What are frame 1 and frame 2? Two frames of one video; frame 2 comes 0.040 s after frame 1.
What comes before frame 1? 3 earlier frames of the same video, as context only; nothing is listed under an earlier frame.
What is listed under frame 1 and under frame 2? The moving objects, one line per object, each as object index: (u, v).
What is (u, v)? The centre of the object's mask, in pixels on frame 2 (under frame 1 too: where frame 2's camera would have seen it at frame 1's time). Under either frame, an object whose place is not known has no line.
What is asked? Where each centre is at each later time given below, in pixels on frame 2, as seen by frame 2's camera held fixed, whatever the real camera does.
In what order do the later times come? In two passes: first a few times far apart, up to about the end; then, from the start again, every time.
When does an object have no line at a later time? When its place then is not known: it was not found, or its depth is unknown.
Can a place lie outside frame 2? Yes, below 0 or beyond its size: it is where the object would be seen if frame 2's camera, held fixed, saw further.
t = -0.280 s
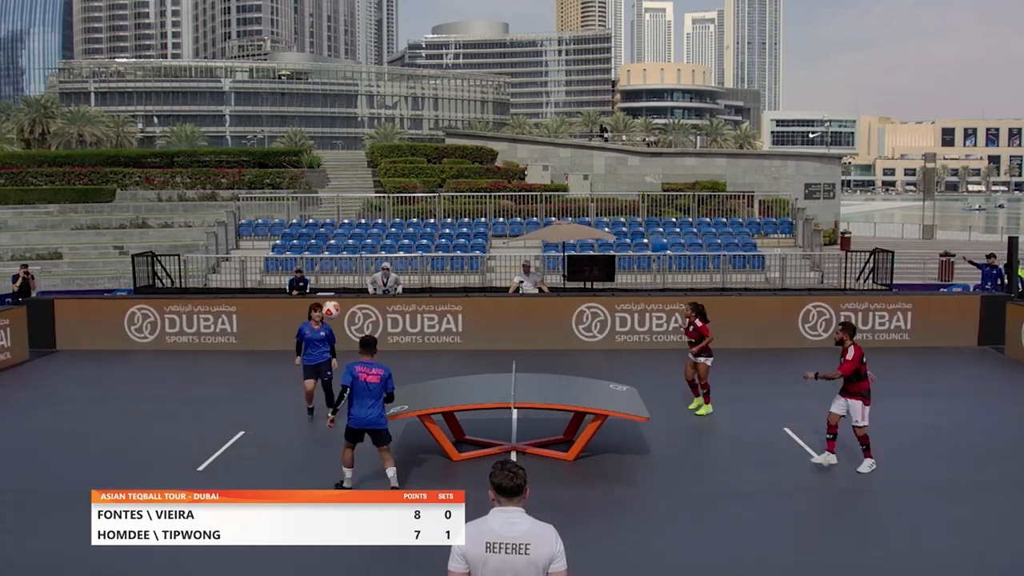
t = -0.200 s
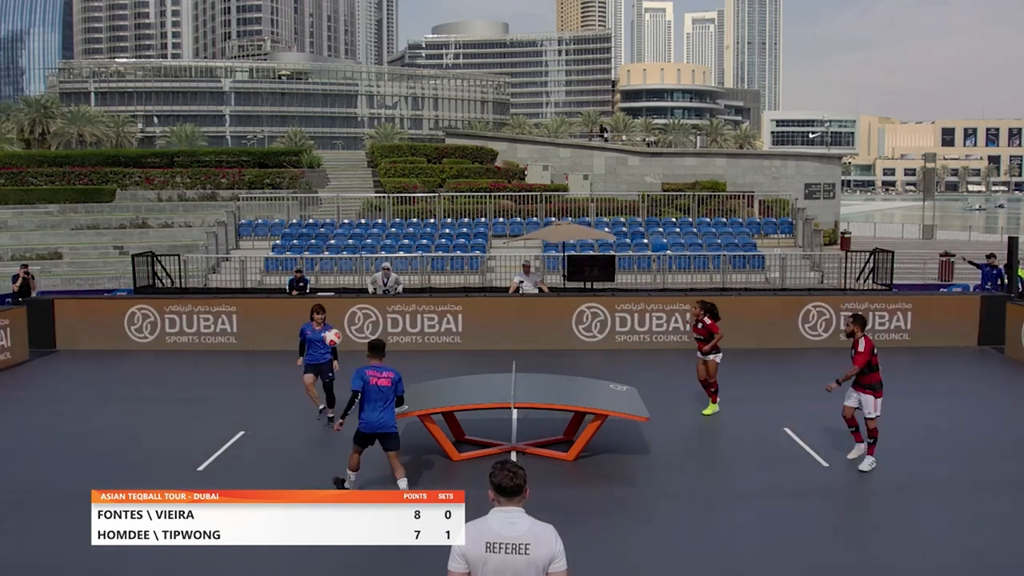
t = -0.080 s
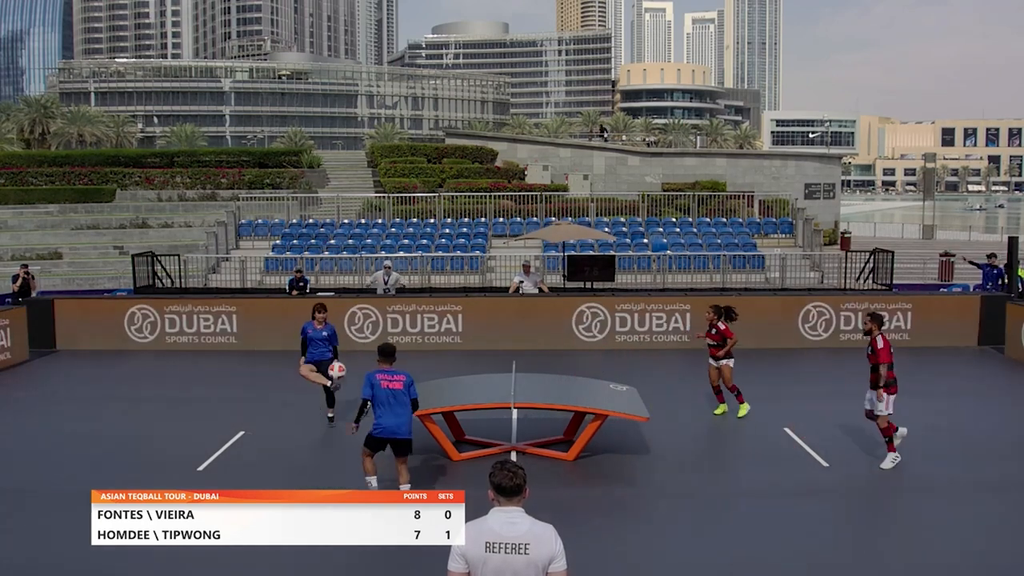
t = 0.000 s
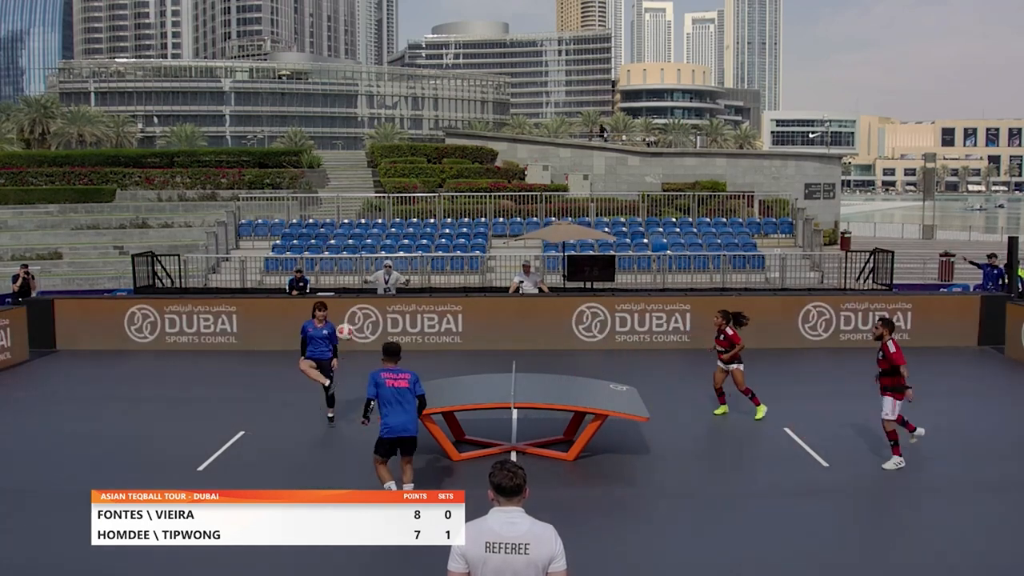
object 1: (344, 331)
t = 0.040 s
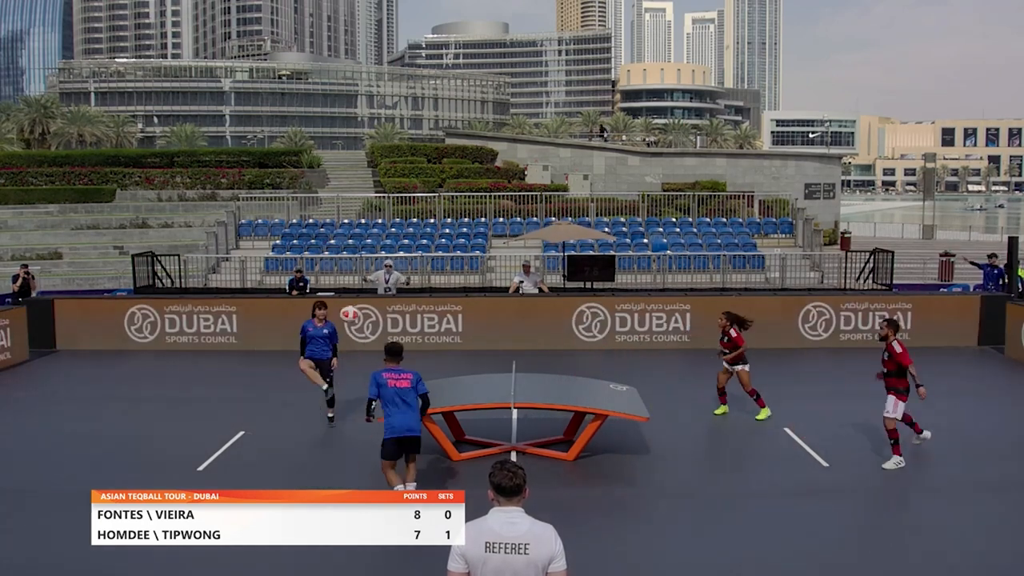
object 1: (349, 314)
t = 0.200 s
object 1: (367, 252)
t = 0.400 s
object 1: (393, 204)
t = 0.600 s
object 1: (421, 189)
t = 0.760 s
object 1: (444, 200)
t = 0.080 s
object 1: (353, 296)
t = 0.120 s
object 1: (358, 281)
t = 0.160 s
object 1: (363, 266)
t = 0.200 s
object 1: (367, 252)
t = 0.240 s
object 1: (372, 240)
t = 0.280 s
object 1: (377, 229)
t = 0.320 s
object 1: (383, 219)
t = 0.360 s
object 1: (388, 211)
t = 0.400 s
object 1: (393, 204)
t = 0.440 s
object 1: (399, 198)
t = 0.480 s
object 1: (404, 194)
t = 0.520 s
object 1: (410, 191)
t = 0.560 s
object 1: (415, 189)
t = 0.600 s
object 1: (421, 189)
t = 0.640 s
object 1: (426, 189)
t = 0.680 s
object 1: (432, 191)
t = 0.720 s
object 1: (438, 195)
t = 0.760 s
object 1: (444, 200)
